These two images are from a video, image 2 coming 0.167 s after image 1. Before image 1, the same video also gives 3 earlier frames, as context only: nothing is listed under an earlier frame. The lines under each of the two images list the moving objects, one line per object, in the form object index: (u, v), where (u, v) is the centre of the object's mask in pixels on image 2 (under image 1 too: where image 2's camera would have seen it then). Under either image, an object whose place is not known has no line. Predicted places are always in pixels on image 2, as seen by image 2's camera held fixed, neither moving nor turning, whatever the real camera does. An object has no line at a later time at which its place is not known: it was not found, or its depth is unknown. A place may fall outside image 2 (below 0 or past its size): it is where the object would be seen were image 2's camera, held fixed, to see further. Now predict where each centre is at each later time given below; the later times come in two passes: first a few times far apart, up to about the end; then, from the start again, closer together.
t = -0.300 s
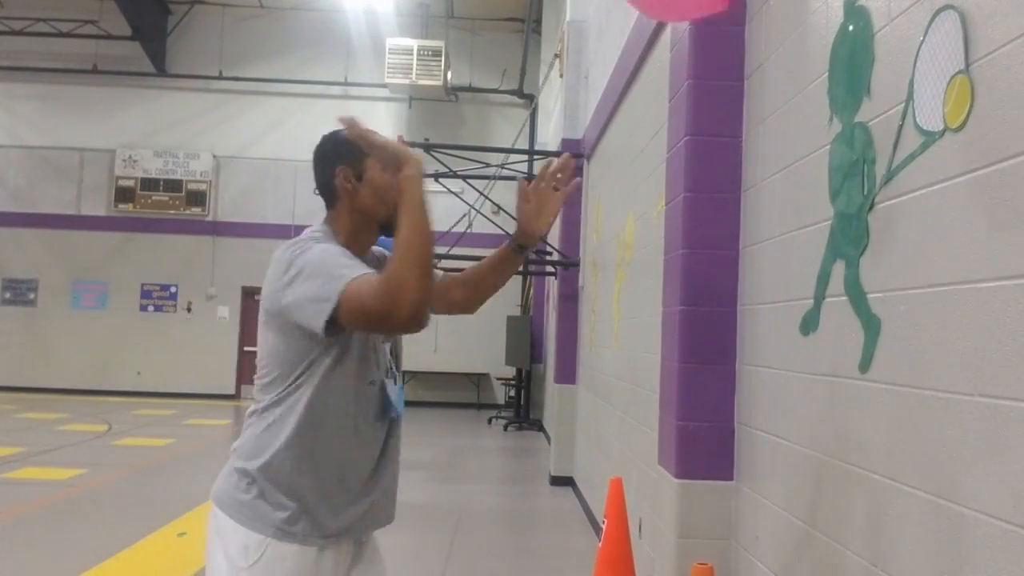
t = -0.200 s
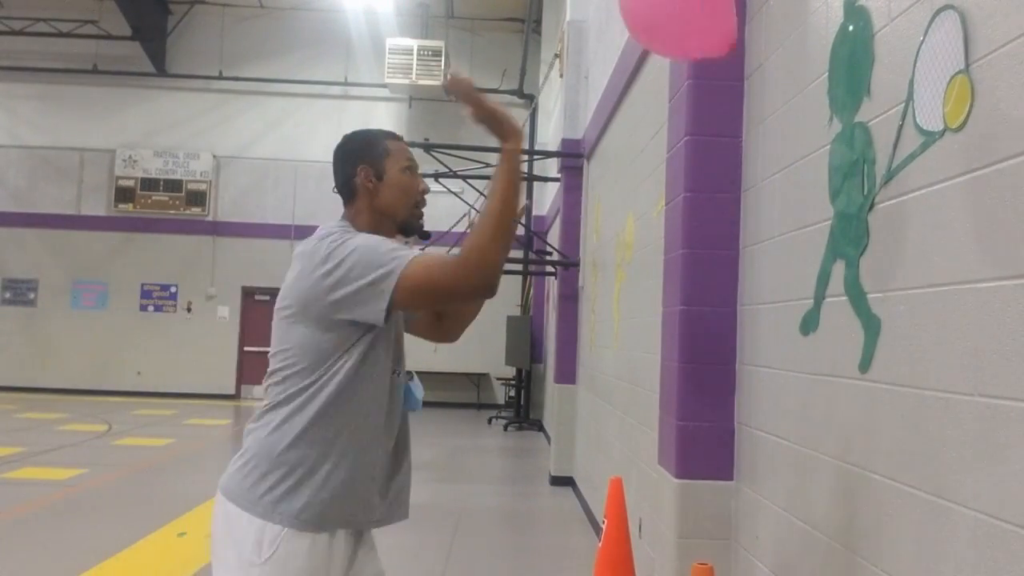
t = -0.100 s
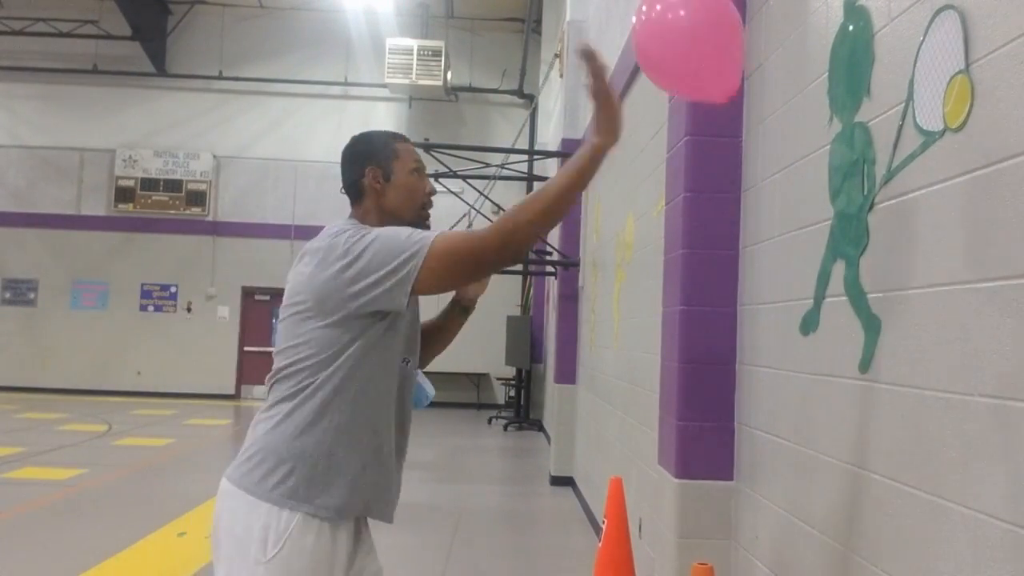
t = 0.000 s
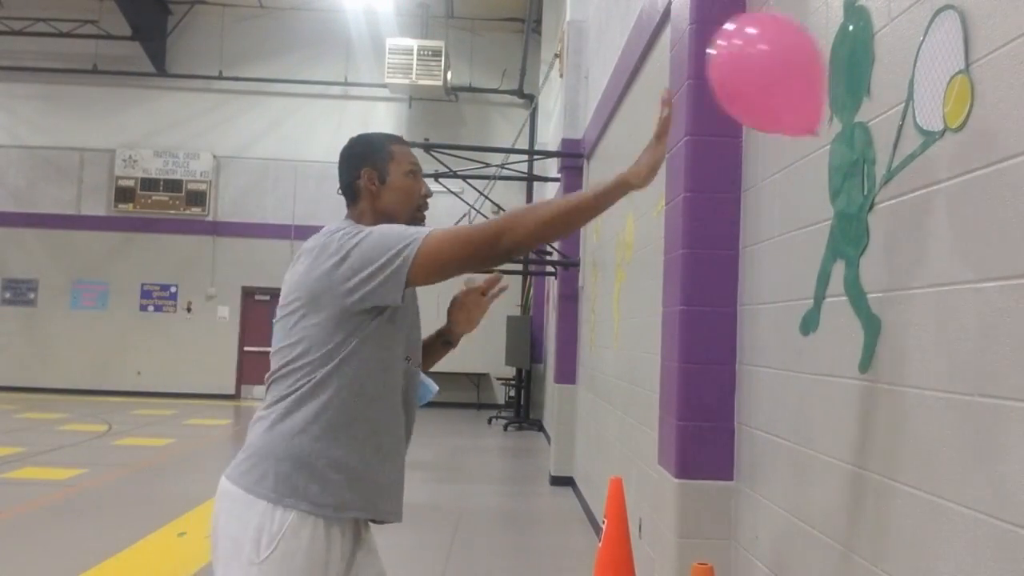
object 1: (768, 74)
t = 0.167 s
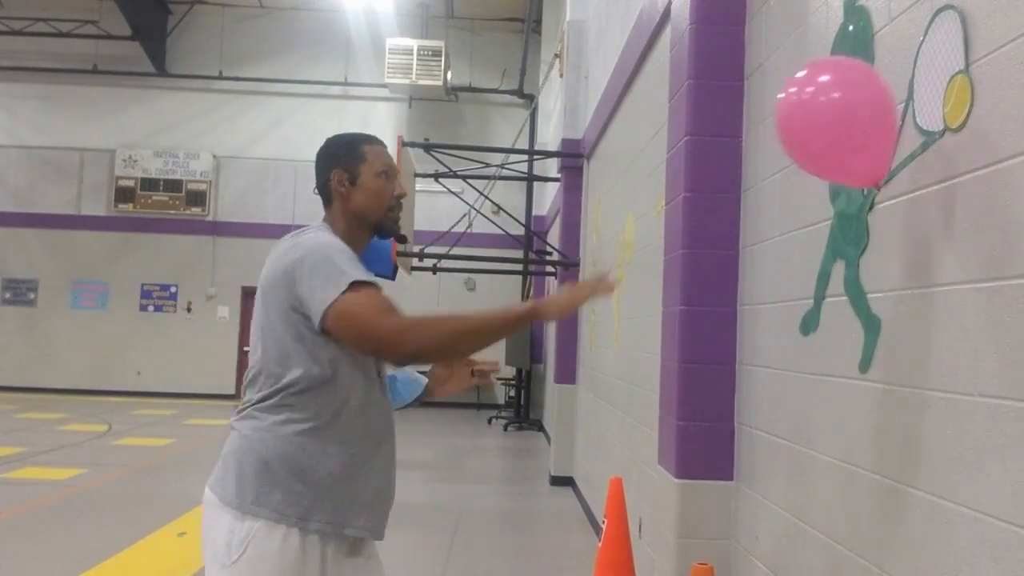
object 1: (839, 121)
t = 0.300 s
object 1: (723, 151)
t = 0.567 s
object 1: (534, 203)
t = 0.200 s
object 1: (810, 129)
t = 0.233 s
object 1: (780, 136)
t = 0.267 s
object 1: (751, 144)
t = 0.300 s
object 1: (723, 151)
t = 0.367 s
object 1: (670, 166)
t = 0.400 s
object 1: (644, 172)
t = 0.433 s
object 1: (619, 178)
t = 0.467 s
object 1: (597, 184)
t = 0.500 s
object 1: (575, 190)
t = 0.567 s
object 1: (534, 203)
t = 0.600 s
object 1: (516, 209)
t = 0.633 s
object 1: (496, 217)
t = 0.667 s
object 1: (478, 224)
